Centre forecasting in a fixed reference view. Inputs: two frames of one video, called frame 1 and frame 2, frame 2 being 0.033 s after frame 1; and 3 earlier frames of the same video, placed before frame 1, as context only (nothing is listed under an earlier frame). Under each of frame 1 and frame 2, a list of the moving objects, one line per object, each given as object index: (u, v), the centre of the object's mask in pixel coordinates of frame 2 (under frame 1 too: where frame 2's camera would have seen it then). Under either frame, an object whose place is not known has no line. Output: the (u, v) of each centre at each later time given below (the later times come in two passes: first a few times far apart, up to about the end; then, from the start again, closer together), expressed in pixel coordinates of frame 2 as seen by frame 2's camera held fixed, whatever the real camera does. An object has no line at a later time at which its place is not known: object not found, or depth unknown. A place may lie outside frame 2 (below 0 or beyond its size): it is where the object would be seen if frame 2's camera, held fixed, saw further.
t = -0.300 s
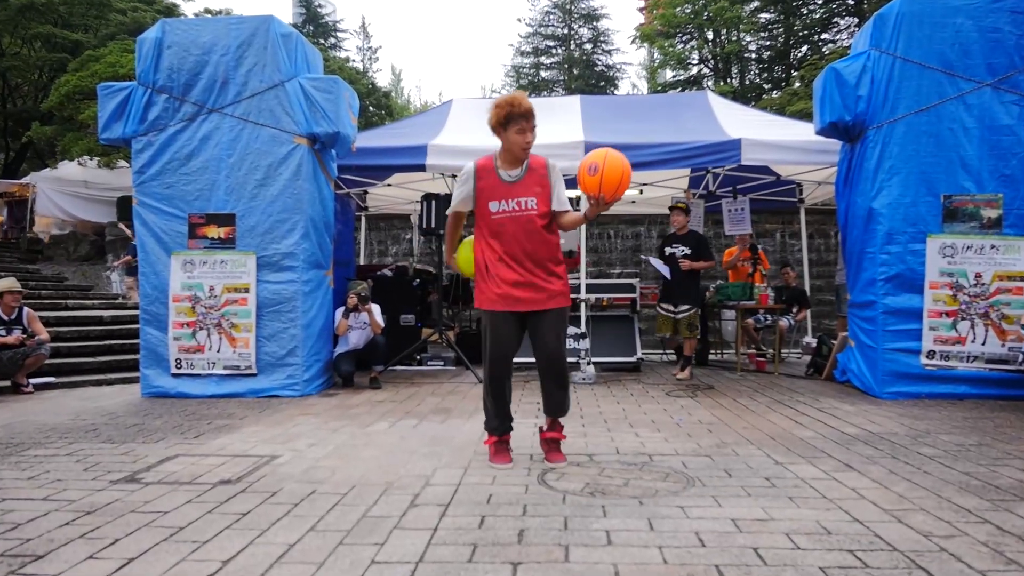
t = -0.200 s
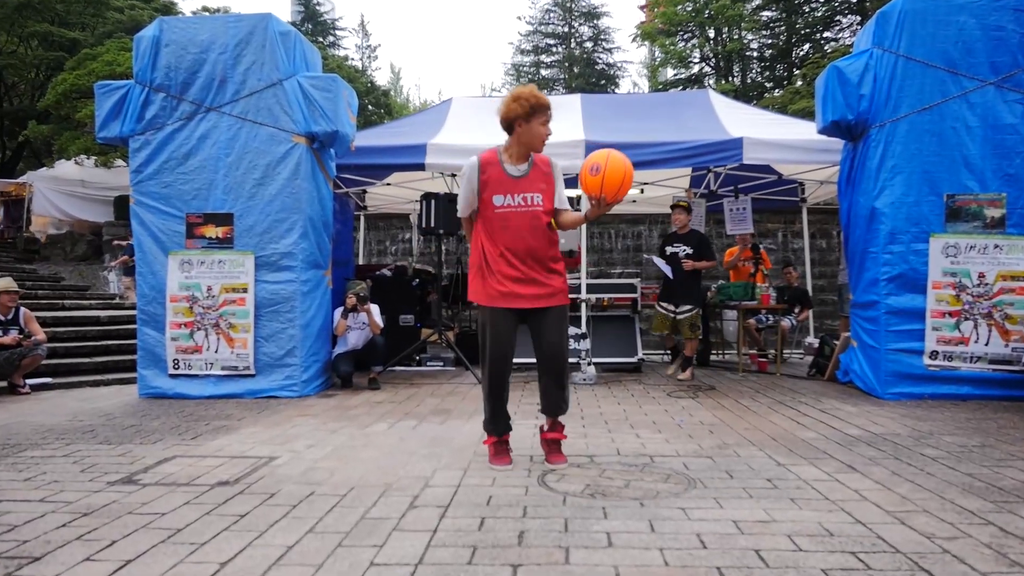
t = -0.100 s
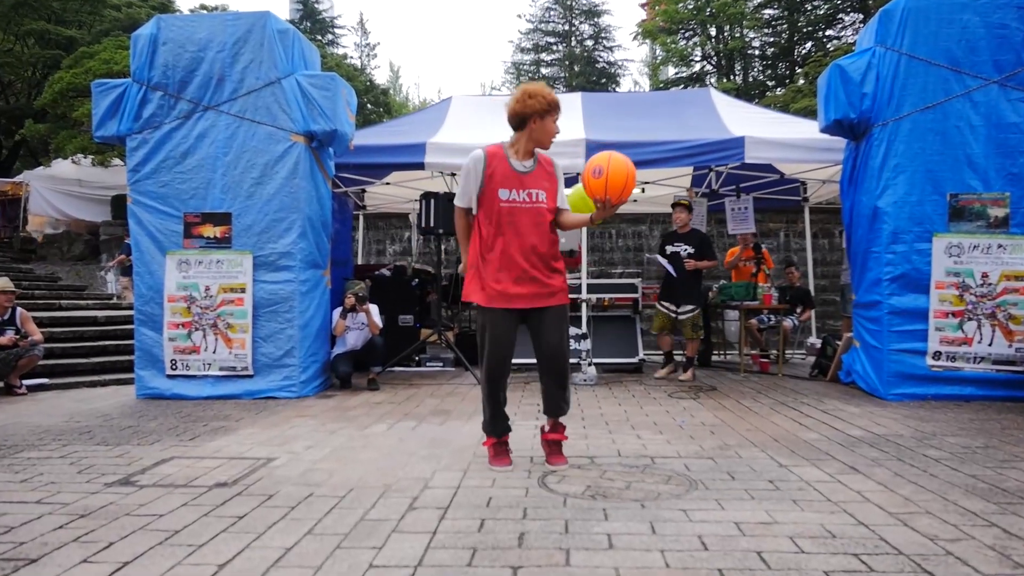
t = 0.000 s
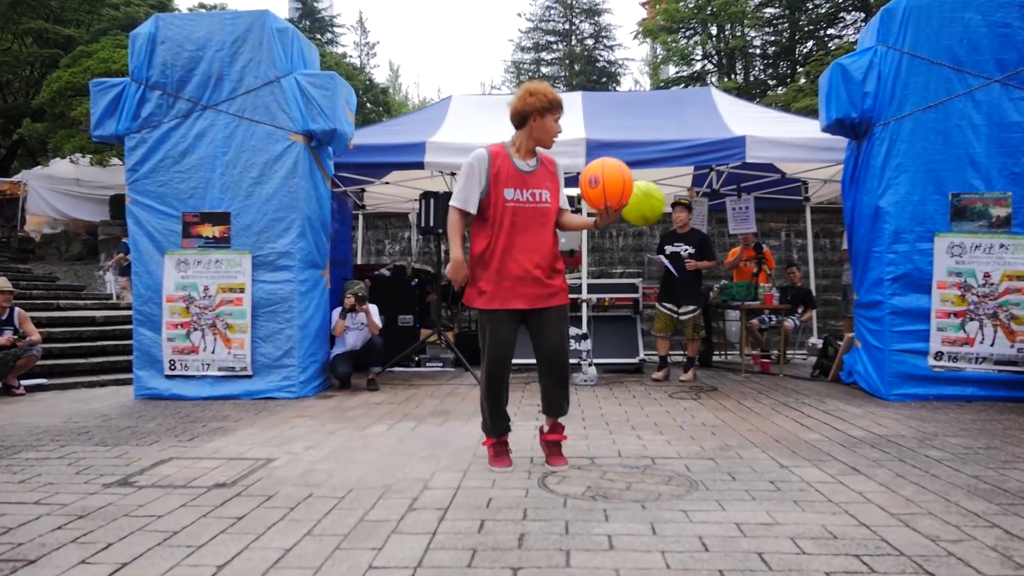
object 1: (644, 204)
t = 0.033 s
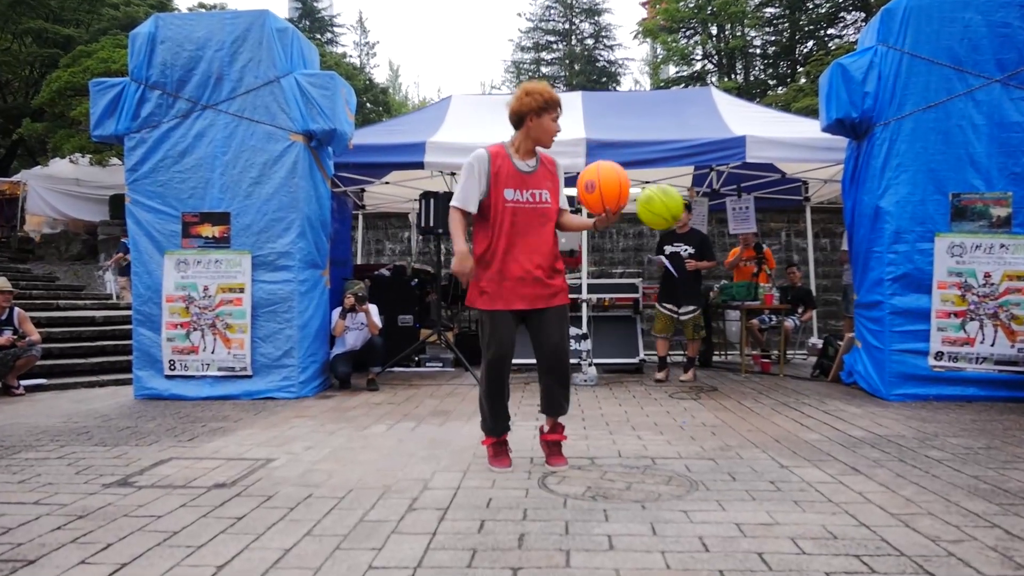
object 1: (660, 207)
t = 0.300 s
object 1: (803, 306)
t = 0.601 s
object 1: (941, 347)
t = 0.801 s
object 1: (1013, 288)
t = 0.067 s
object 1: (678, 212)
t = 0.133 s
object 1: (713, 229)
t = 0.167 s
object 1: (731, 240)
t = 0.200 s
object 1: (749, 253)
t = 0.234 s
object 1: (767, 268)
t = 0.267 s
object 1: (784, 286)
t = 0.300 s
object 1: (803, 306)
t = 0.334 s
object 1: (820, 327)
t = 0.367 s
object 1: (837, 350)
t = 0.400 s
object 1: (855, 375)
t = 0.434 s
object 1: (873, 402)
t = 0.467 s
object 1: (890, 422)
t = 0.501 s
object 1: (903, 400)
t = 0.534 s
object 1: (915, 381)
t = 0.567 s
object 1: (928, 364)
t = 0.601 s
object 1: (941, 347)
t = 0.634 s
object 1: (955, 333)
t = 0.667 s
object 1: (969, 320)
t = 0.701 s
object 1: (983, 309)
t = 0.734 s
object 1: (997, 301)
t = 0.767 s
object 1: (1006, 294)
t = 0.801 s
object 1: (1013, 288)
